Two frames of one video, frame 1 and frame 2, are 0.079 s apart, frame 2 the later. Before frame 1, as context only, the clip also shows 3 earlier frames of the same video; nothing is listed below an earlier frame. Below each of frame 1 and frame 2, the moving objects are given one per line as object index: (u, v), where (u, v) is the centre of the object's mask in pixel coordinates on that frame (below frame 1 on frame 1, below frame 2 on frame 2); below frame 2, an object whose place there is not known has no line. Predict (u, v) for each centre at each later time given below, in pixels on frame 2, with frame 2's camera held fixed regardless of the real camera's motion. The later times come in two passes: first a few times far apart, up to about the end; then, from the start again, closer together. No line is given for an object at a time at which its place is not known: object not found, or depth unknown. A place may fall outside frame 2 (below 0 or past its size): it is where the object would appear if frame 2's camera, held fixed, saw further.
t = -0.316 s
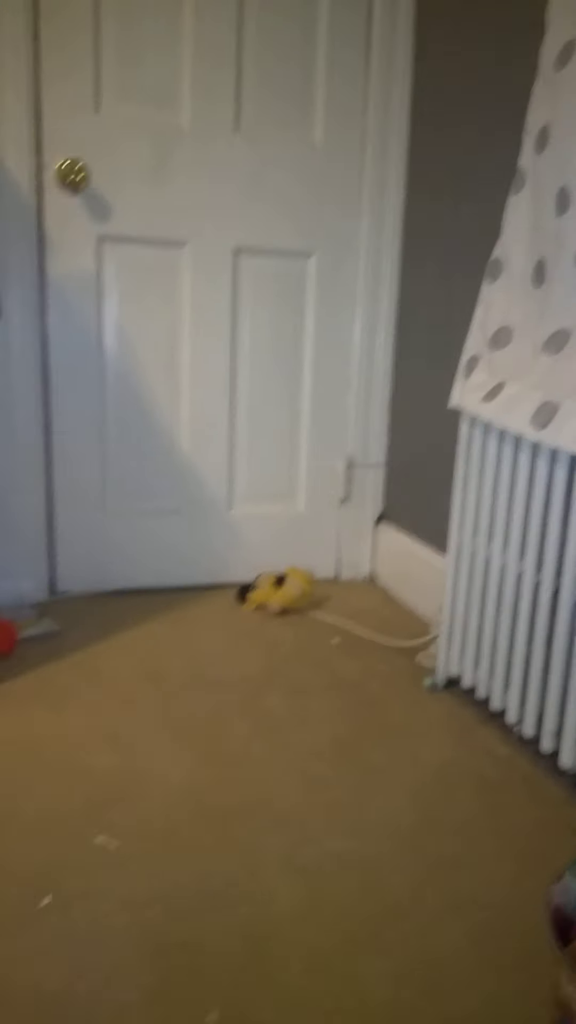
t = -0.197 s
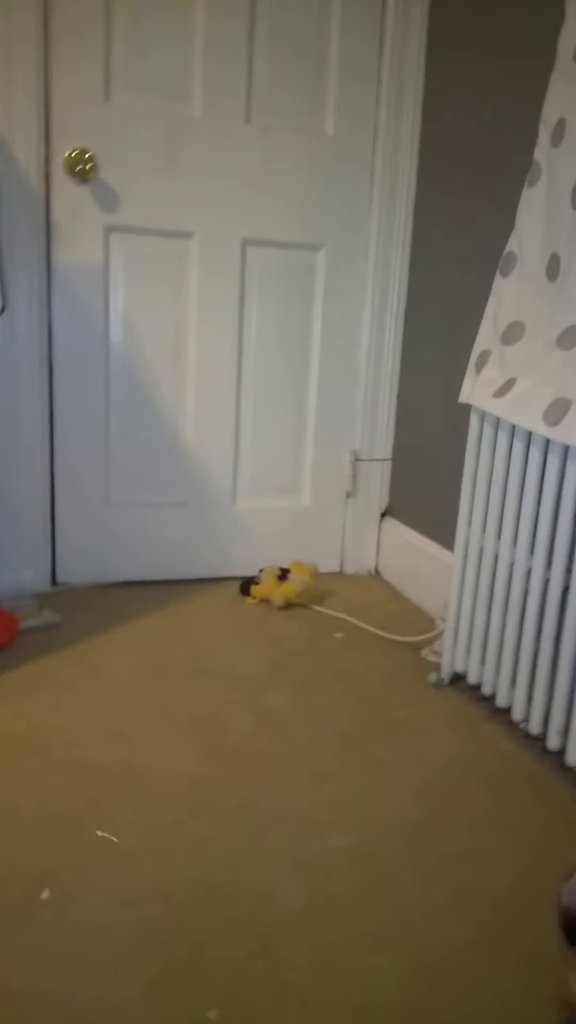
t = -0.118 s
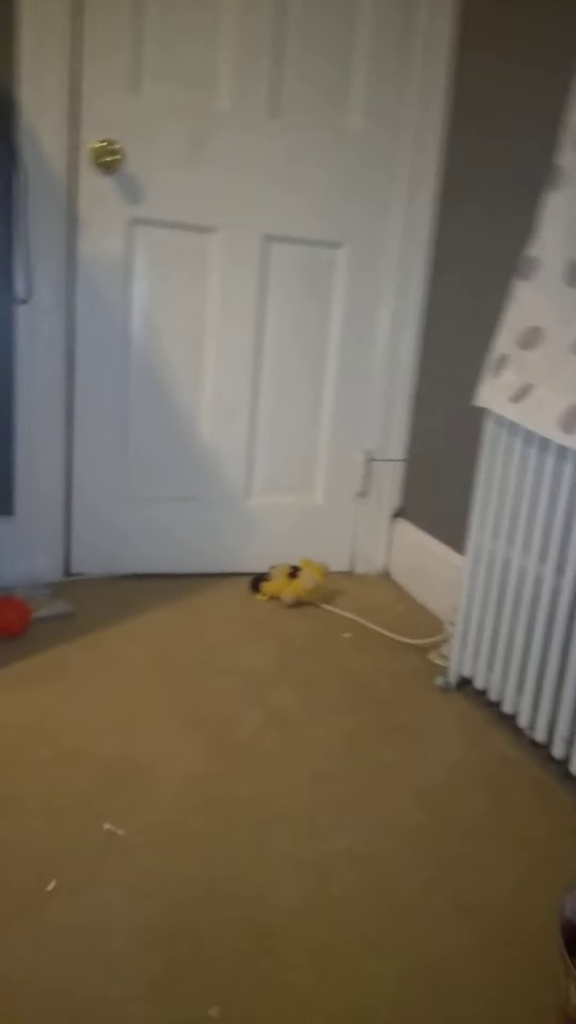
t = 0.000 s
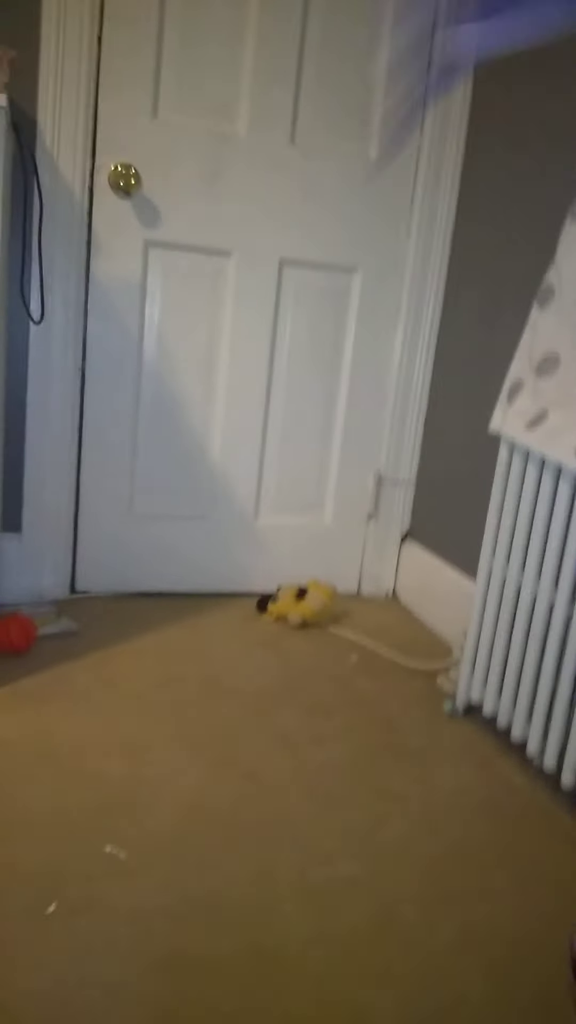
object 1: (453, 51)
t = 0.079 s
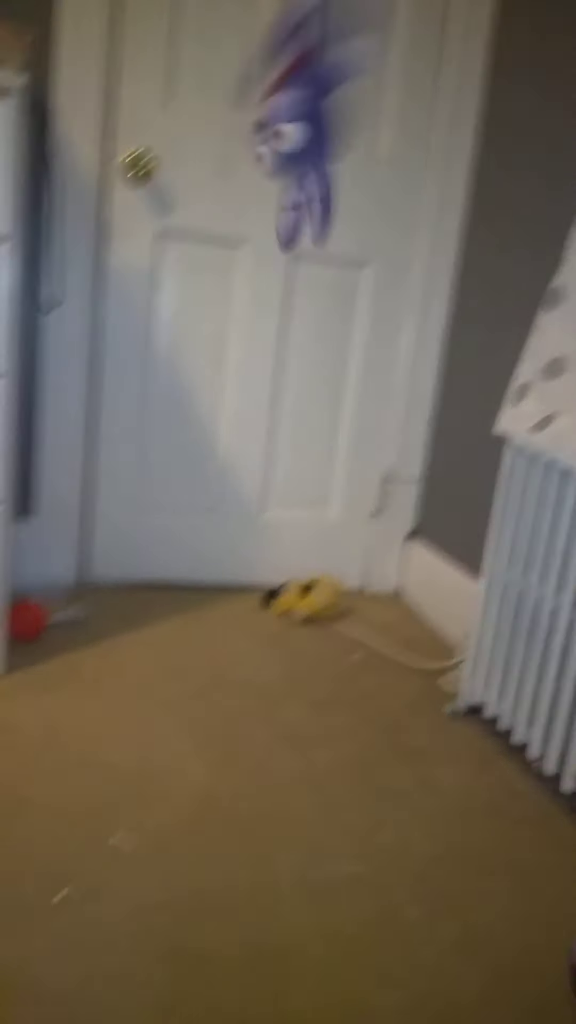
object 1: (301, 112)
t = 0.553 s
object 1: (170, 591)
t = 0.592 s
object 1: (186, 577)
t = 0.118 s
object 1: (249, 158)
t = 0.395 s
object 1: (148, 488)
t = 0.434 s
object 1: (139, 568)
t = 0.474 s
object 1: (144, 622)
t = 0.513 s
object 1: (156, 610)
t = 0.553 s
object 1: (170, 591)
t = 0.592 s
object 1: (186, 577)
